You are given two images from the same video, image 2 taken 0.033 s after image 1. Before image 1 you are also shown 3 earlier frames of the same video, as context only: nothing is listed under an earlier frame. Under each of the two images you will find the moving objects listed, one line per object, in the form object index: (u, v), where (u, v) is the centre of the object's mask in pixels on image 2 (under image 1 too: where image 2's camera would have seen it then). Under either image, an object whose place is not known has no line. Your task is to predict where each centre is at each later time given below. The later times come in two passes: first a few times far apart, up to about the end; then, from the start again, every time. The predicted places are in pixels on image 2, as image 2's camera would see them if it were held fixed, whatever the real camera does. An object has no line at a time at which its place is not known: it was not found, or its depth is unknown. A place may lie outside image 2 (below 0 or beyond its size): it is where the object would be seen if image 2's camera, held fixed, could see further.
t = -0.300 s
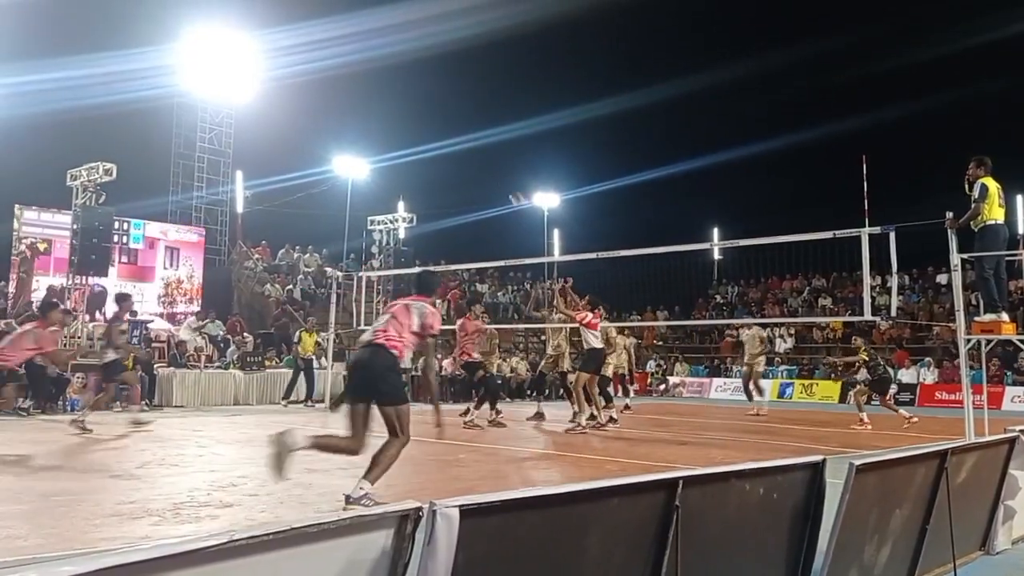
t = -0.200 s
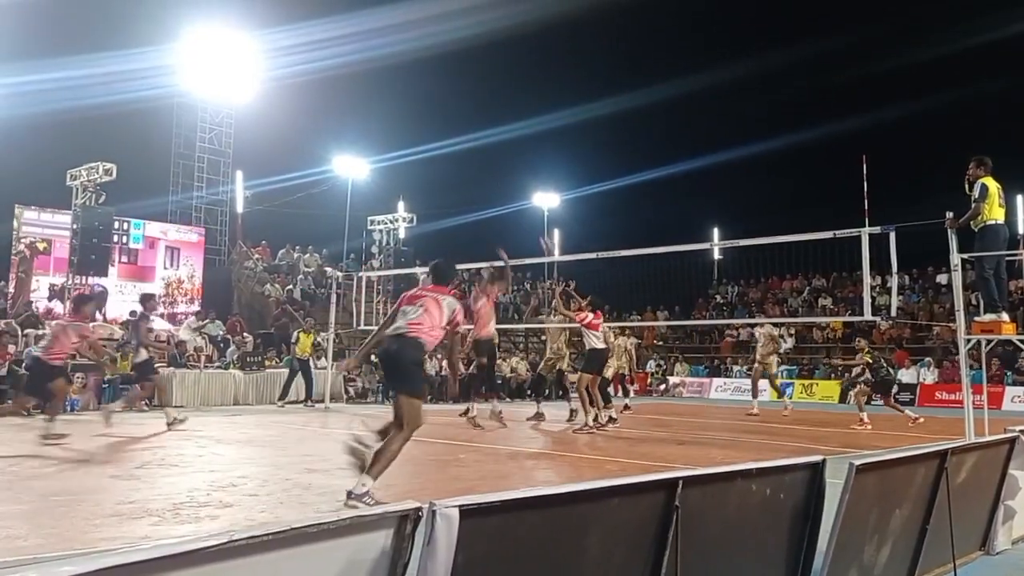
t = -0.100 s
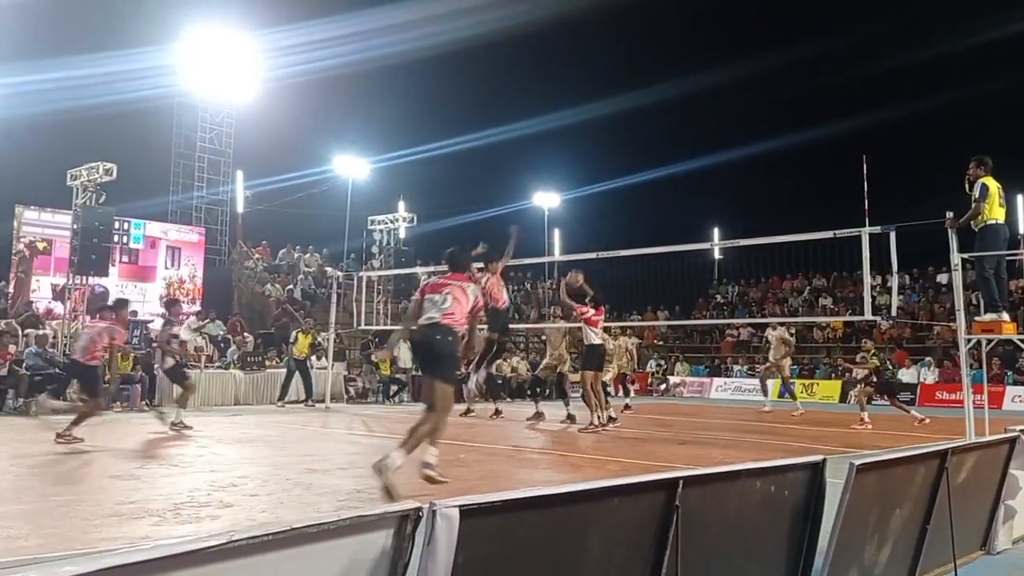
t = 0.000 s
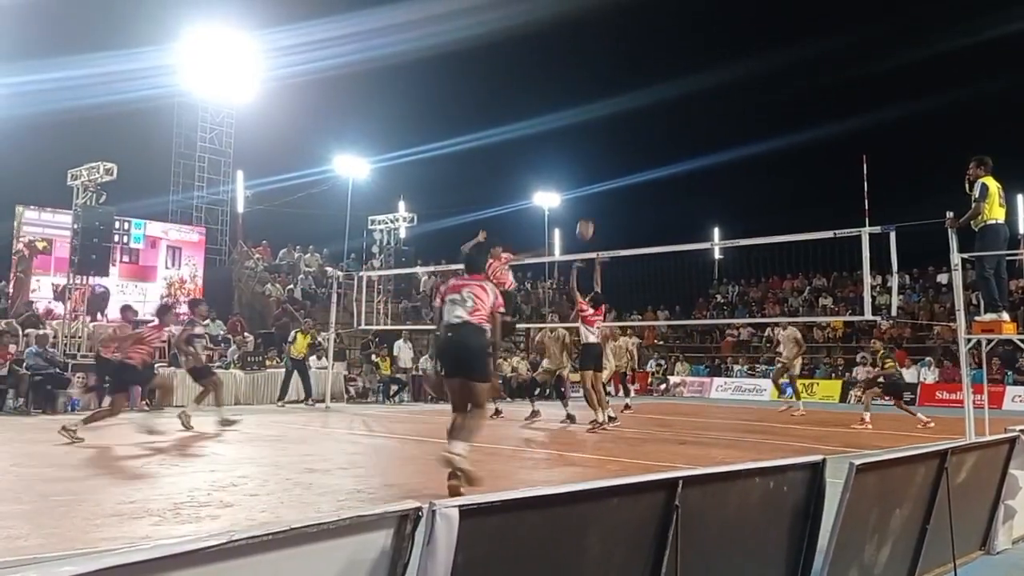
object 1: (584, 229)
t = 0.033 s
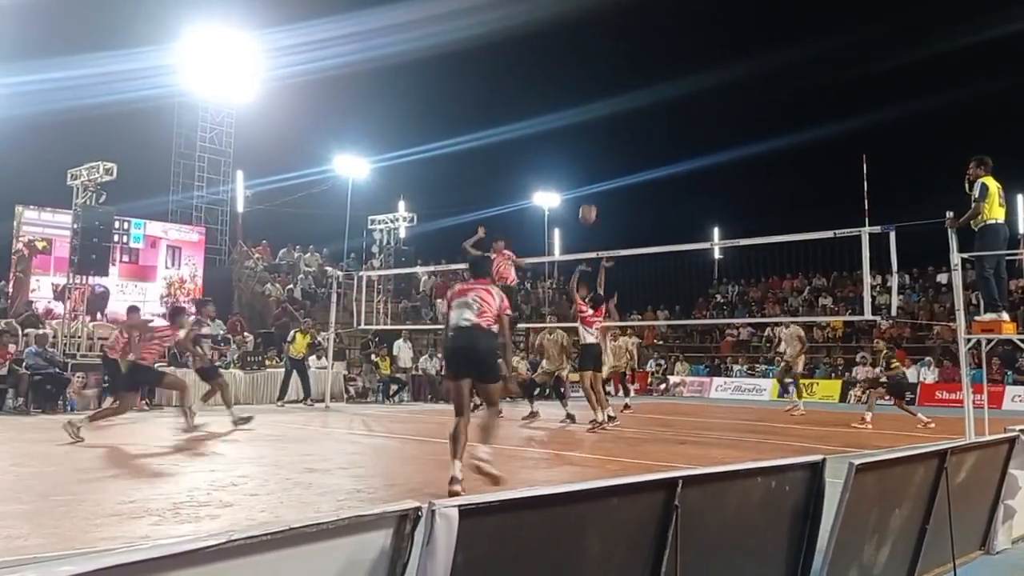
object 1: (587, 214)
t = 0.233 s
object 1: (607, 133)
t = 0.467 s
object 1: (629, 73)
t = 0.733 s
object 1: (656, 55)
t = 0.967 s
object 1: (680, 86)
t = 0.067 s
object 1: (591, 198)
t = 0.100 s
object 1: (594, 183)
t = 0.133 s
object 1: (597, 169)
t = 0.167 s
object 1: (600, 156)
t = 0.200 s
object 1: (603, 144)
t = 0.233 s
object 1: (607, 133)
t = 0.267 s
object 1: (610, 122)
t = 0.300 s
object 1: (613, 111)
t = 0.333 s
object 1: (617, 102)
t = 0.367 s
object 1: (619, 93)
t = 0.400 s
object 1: (623, 86)
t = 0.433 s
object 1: (626, 79)
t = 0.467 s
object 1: (629, 73)
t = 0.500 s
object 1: (632, 68)
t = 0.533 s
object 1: (636, 63)
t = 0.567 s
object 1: (639, 60)
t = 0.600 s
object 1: (642, 57)
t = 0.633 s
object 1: (645, 55)
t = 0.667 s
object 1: (649, 54)
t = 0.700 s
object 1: (652, 54)
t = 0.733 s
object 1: (656, 55)
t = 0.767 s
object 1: (659, 56)
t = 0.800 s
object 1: (663, 59)
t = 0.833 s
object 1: (666, 62)
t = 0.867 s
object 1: (669, 67)
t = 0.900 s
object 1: (673, 73)
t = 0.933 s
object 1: (676, 79)
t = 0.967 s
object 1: (680, 86)
